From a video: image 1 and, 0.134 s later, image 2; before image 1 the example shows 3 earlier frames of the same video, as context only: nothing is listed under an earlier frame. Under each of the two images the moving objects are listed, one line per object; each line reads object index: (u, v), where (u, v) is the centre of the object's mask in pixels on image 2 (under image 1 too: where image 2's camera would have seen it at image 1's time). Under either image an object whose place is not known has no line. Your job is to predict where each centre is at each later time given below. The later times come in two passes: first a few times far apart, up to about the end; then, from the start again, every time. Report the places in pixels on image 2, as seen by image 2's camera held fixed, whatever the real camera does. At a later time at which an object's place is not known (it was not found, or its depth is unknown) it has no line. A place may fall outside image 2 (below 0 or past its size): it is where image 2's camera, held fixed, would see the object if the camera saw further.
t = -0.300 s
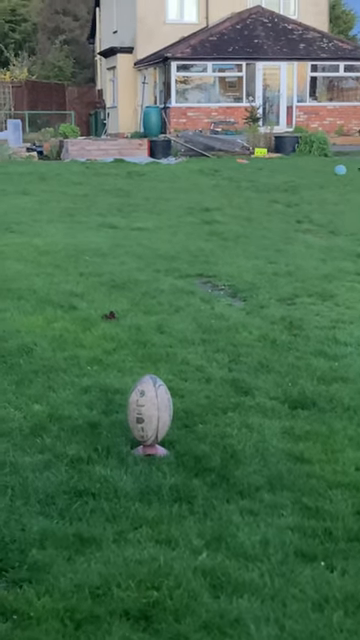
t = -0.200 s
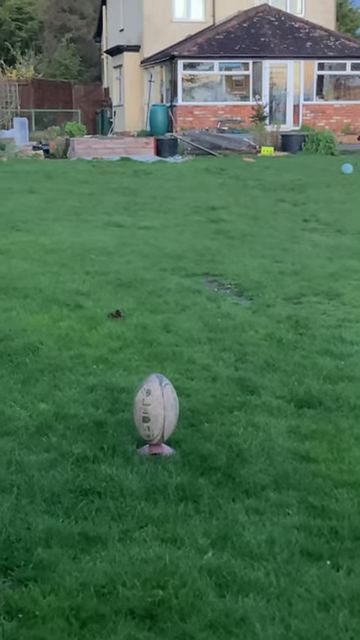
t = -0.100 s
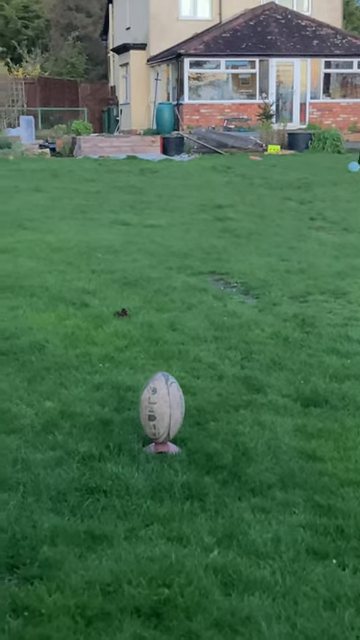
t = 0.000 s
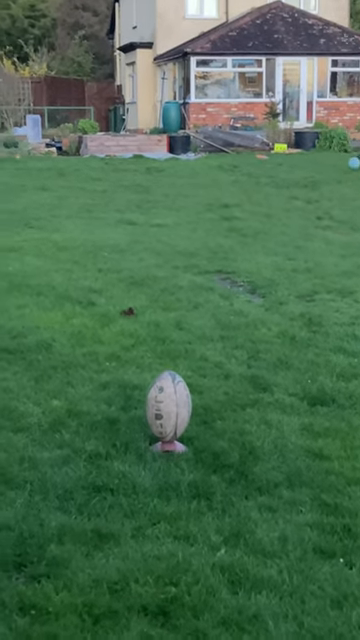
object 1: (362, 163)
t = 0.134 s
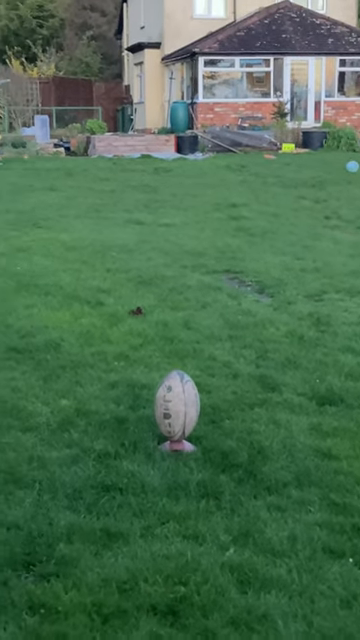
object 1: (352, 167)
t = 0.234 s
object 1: (344, 177)
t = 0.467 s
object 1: (328, 187)
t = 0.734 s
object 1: (310, 204)
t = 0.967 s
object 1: (299, 214)
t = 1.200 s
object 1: (287, 232)
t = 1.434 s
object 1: (274, 244)
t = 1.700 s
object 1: (259, 266)
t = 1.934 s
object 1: (241, 291)
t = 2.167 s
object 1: (217, 320)
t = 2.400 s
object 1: (191, 358)
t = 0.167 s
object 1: (350, 170)
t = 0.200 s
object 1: (347, 173)
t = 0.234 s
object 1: (344, 177)
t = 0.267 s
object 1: (342, 182)
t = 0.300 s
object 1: (340, 181)
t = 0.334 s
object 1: (338, 181)
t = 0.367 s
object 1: (335, 181)
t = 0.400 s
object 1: (333, 182)
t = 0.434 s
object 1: (330, 184)
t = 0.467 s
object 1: (328, 187)
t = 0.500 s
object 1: (325, 191)
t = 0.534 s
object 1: (322, 196)
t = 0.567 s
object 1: (319, 199)
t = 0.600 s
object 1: (317, 199)
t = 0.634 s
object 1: (315, 199)
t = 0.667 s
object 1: (314, 200)
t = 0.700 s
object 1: (312, 201)
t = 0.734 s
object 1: (310, 204)
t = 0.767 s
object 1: (307, 208)
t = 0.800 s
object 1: (305, 209)
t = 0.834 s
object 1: (304, 208)
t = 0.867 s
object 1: (303, 208)
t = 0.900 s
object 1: (302, 209)
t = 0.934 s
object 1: (300, 211)
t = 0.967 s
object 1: (299, 214)
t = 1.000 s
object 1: (297, 218)
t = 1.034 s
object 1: (295, 223)
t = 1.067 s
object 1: (294, 224)
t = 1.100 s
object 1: (292, 225)
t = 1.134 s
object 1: (290, 228)
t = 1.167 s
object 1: (288, 230)
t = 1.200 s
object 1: (287, 232)
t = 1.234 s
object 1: (284, 234)
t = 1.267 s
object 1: (283, 236)
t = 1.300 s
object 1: (281, 238)
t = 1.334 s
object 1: (279, 241)
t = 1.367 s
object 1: (277, 242)
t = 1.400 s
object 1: (276, 243)
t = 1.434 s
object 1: (274, 244)
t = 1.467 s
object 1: (272, 247)
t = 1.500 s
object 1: (270, 250)
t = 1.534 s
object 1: (269, 252)
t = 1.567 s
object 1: (267, 254)
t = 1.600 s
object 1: (265, 257)
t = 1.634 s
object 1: (263, 261)
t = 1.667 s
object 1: (261, 263)
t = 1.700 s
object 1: (259, 266)
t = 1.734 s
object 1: (258, 270)
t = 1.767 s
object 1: (256, 276)
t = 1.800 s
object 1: (253, 277)
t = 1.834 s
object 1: (250, 279)
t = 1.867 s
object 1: (247, 283)
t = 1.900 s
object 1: (244, 288)
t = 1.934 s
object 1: (241, 291)
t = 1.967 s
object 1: (238, 293)
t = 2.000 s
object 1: (235, 297)
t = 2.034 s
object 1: (231, 303)
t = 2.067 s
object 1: (228, 308)
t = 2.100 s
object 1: (224, 311)
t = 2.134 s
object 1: (221, 315)
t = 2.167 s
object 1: (217, 320)
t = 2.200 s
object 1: (214, 325)
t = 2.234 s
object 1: (210, 331)
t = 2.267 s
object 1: (206, 336)
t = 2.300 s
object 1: (202, 340)
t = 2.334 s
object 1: (198, 348)
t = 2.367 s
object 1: (194, 355)
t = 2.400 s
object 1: (191, 358)
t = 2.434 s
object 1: (186, 362)
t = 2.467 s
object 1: (182, 365)
